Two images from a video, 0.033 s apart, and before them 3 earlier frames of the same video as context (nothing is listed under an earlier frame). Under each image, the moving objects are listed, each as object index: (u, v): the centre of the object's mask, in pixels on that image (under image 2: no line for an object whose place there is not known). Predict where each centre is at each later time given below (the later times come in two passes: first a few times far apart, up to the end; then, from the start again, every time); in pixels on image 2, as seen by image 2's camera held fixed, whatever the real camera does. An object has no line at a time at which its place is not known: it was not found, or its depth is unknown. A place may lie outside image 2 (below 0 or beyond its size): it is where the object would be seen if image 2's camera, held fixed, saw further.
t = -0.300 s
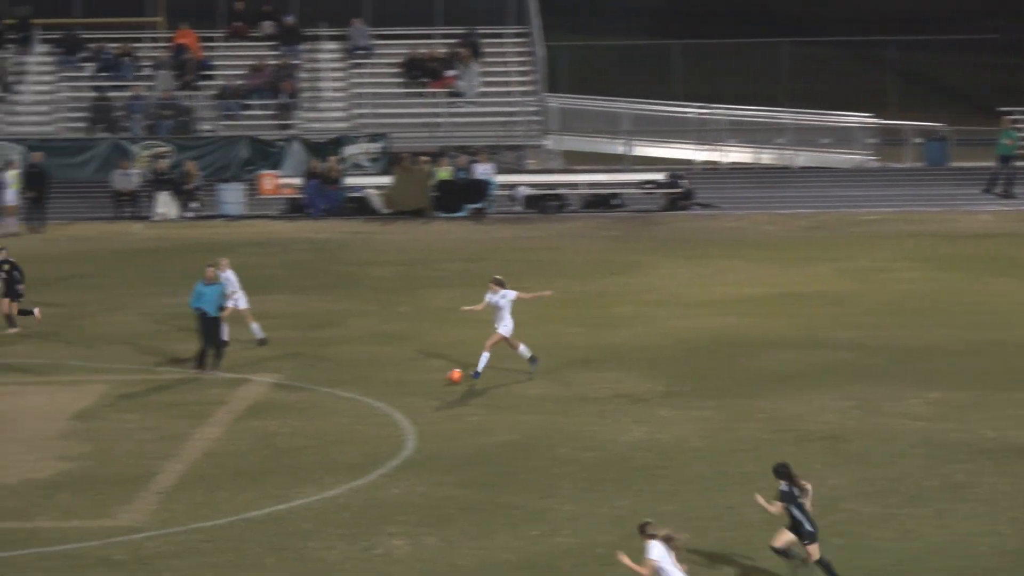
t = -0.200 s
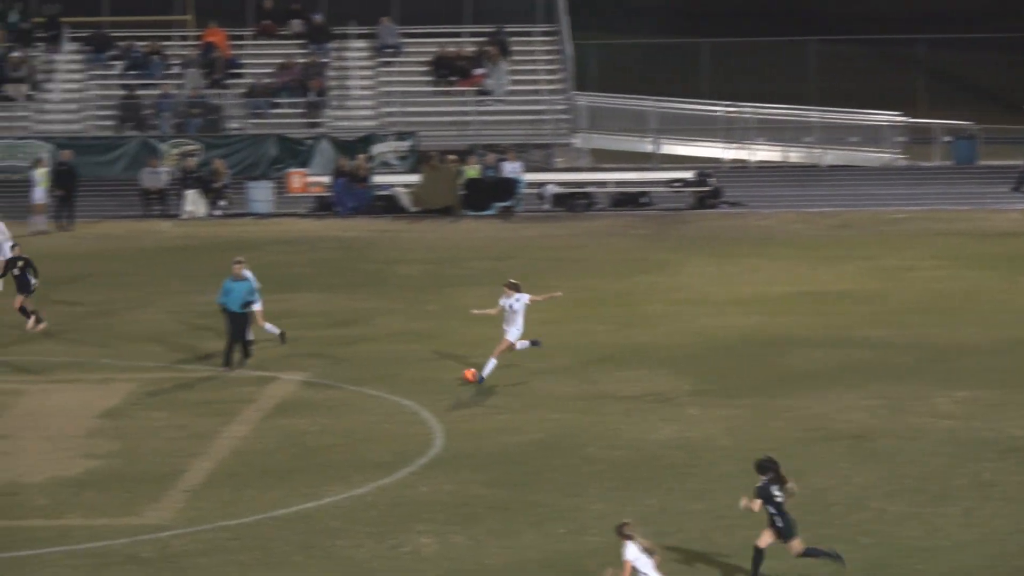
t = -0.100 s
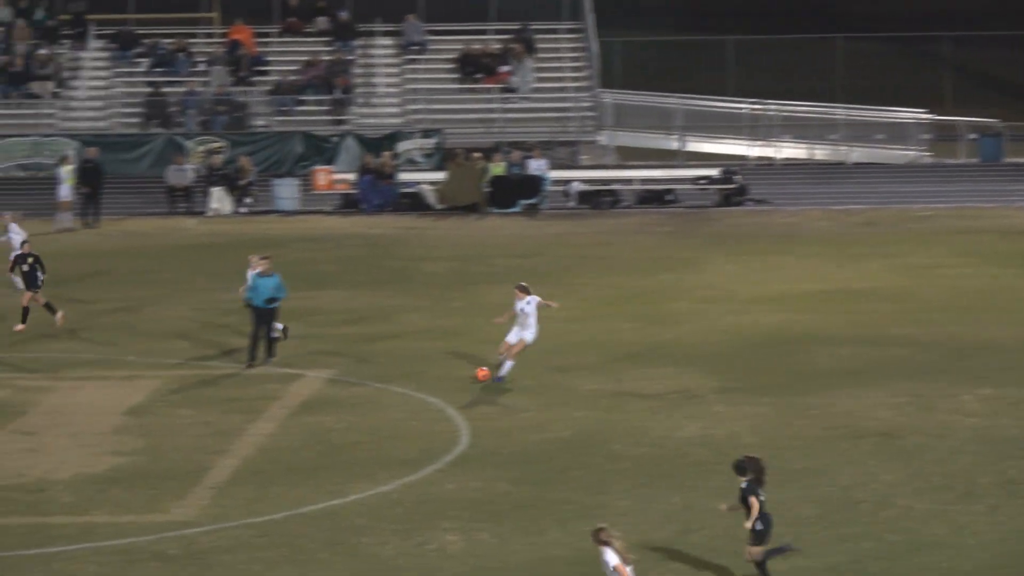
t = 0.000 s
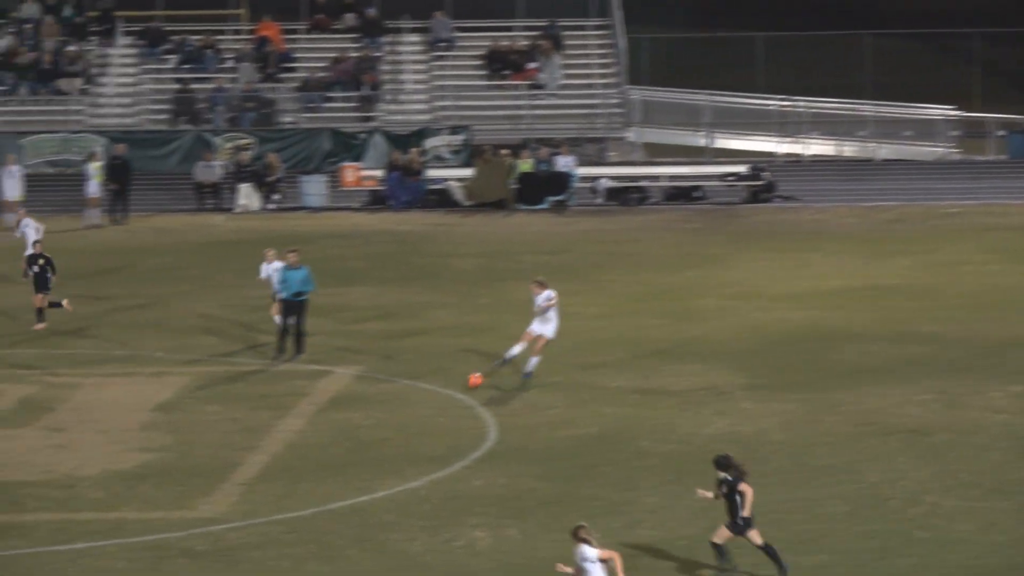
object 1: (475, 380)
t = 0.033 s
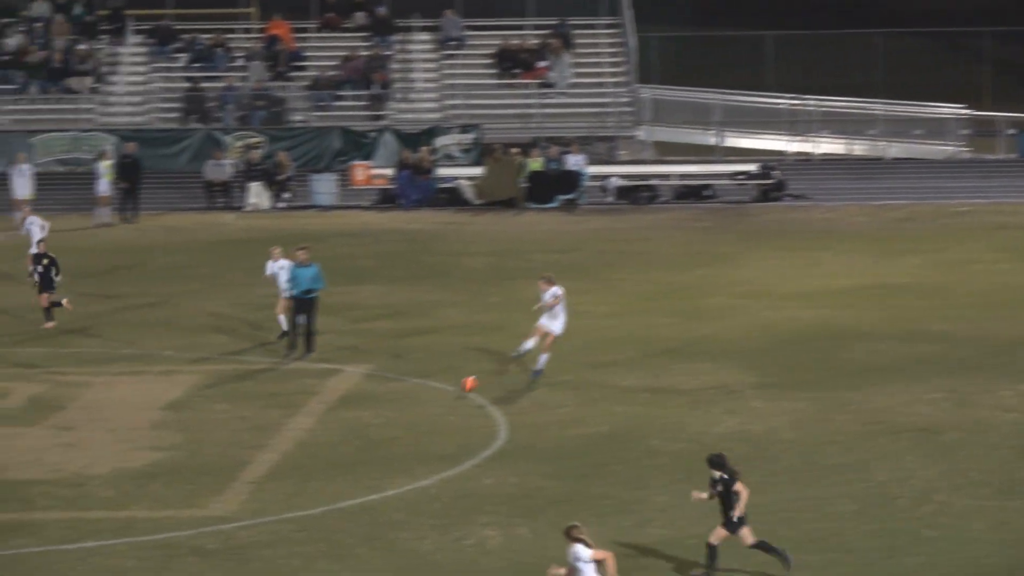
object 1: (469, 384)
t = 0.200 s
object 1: (394, 419)
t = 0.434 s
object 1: (294, 470)
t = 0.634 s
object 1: (218, 512)
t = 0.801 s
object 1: (161, 538)
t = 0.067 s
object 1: (453, 389)
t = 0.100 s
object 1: (438, 396)
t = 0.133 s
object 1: (423, 404)
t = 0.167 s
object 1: (408, 414)
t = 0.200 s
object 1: (394, 419)
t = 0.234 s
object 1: (379, 424)
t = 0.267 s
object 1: (365, 429)
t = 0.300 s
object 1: (351, 435)
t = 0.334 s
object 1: (337, 443)
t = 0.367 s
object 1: (322, 452)
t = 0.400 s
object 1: (308, 464)
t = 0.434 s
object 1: (294, 470)
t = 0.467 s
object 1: (282, 475)
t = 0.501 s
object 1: (269, 480)
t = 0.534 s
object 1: (257, 487)
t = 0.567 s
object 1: (244, 495)
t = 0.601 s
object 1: (231, 504)
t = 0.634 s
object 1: (218, 512)
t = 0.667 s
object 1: (207, 515)
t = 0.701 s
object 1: (196, 519)
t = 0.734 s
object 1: (184, 524)
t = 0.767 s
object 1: (173, 530)
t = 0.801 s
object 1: (161, 538)
